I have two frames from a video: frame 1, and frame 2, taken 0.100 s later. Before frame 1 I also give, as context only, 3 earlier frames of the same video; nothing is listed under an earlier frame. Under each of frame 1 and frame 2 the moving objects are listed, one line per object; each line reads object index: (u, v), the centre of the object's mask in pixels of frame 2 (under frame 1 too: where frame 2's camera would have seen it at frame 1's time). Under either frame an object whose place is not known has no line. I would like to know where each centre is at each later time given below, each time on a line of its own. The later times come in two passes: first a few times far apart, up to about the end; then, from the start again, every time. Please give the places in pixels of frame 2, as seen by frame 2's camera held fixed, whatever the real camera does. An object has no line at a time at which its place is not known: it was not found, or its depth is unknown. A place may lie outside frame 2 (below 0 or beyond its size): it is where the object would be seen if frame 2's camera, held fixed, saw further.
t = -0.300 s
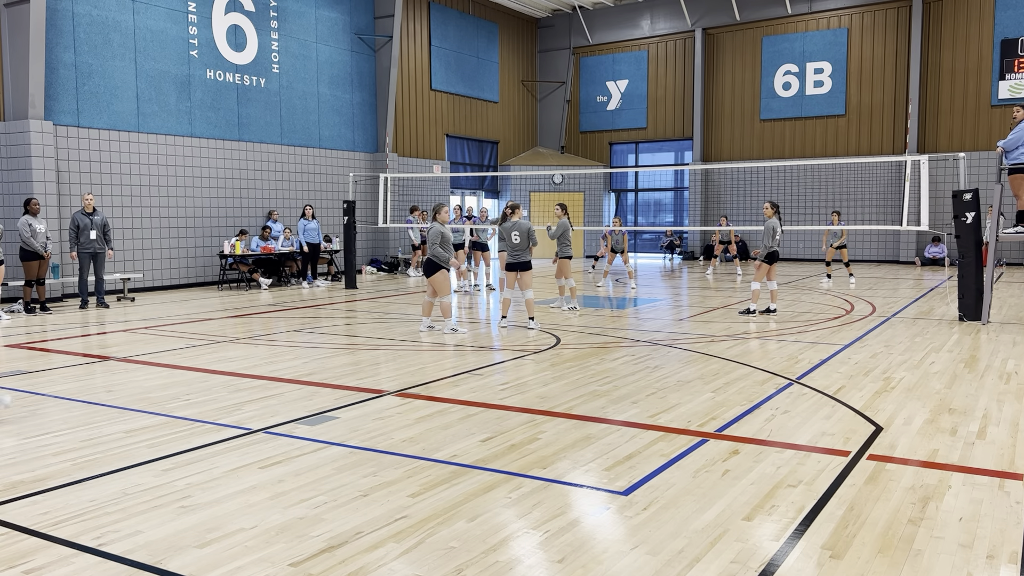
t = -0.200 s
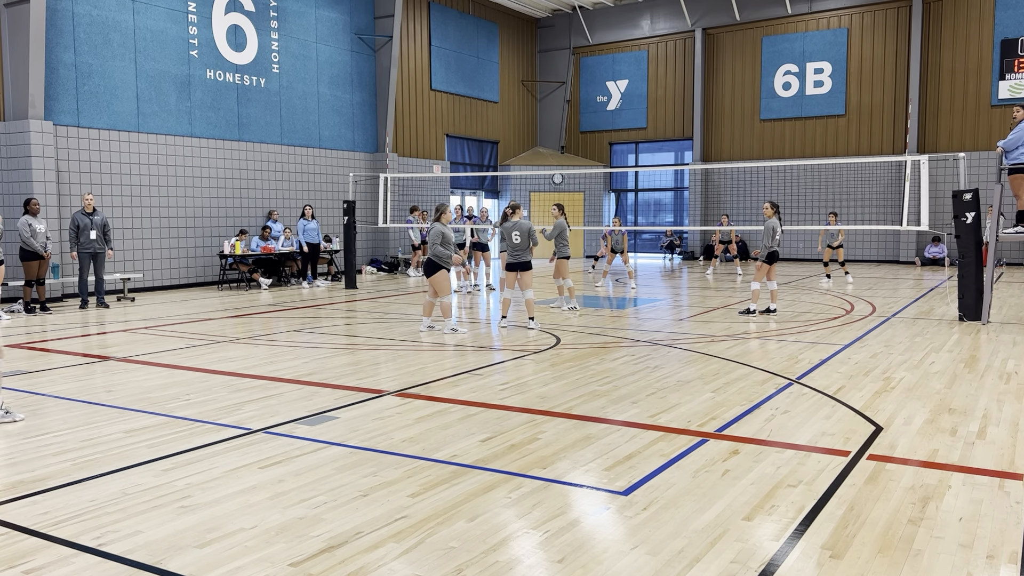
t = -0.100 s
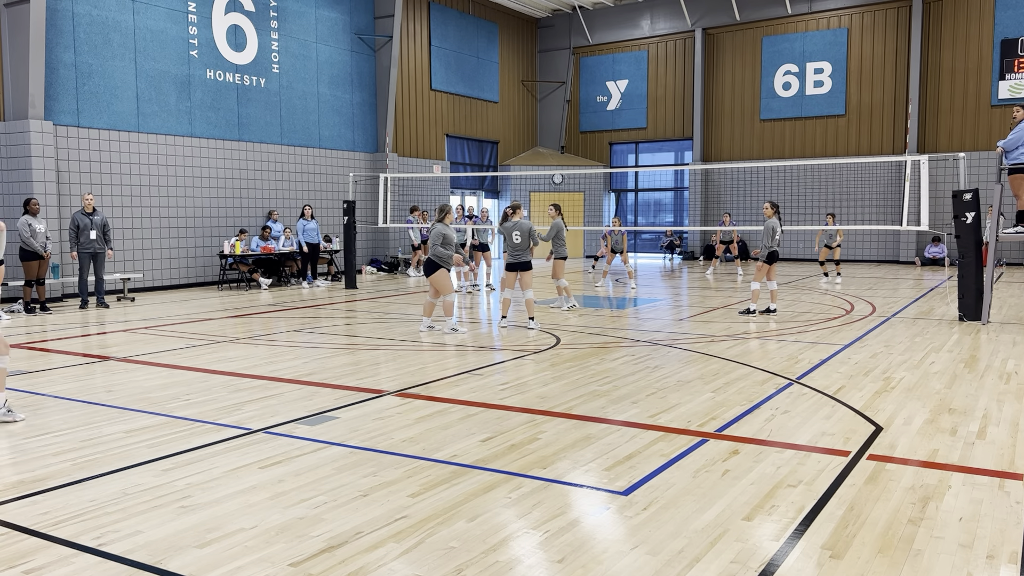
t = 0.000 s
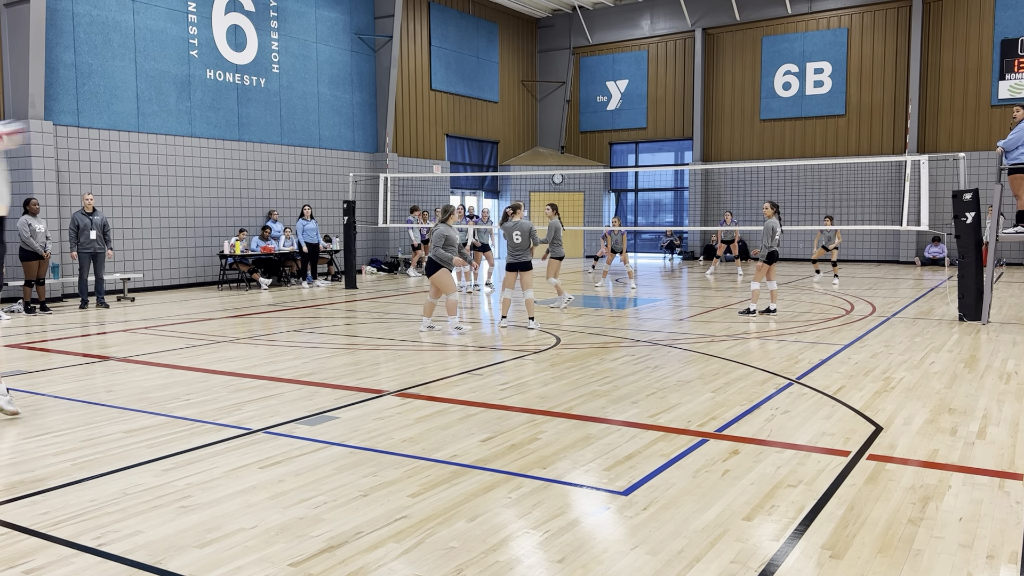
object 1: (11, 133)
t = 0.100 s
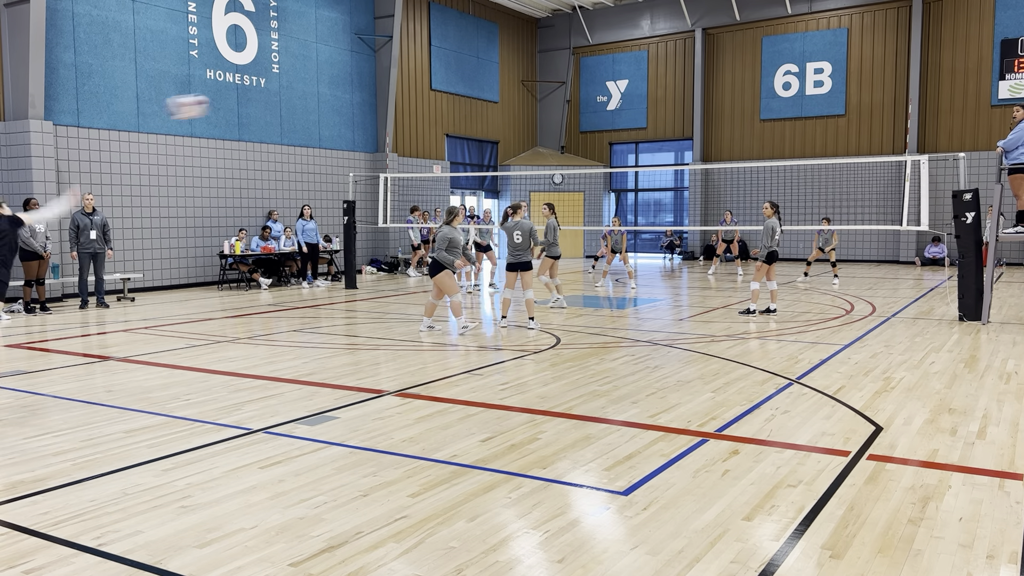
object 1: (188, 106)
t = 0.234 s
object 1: (353, 95)
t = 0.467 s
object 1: (520, 114)
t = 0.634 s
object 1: (595, 139)
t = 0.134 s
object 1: (237, 101)
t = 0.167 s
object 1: (280, 97)
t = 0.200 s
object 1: (318, 95)
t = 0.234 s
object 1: (353, 95)
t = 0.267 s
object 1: (383, 95)
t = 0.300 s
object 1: (411, 96)
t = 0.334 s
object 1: (437, 99)
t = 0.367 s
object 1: (461, 102)
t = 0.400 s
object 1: (482, 106)
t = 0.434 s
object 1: (502, 110)
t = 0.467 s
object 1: (520, 114)
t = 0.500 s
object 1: (537, 119)
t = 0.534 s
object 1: (553, 124)
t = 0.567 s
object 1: (568, 129)
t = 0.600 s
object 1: (581, 134)
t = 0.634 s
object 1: (595, 139)
